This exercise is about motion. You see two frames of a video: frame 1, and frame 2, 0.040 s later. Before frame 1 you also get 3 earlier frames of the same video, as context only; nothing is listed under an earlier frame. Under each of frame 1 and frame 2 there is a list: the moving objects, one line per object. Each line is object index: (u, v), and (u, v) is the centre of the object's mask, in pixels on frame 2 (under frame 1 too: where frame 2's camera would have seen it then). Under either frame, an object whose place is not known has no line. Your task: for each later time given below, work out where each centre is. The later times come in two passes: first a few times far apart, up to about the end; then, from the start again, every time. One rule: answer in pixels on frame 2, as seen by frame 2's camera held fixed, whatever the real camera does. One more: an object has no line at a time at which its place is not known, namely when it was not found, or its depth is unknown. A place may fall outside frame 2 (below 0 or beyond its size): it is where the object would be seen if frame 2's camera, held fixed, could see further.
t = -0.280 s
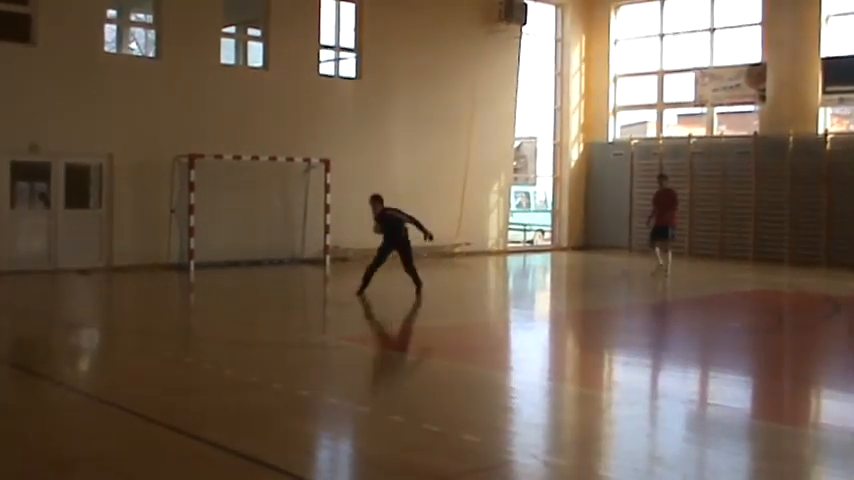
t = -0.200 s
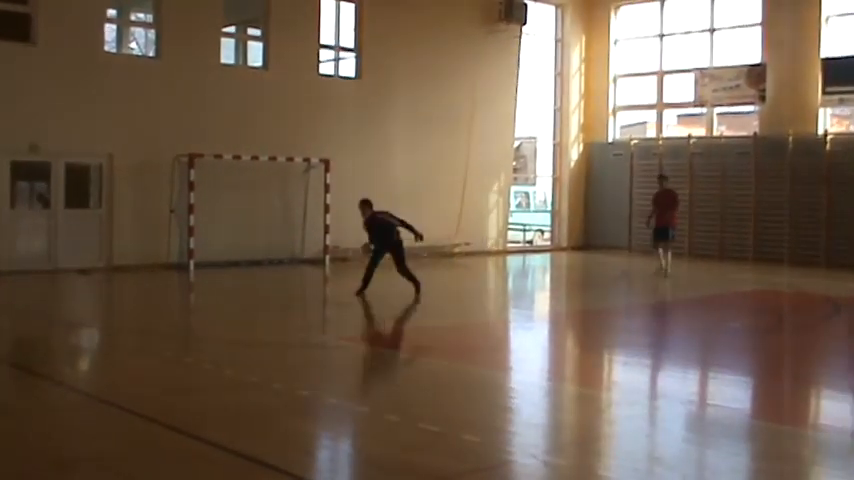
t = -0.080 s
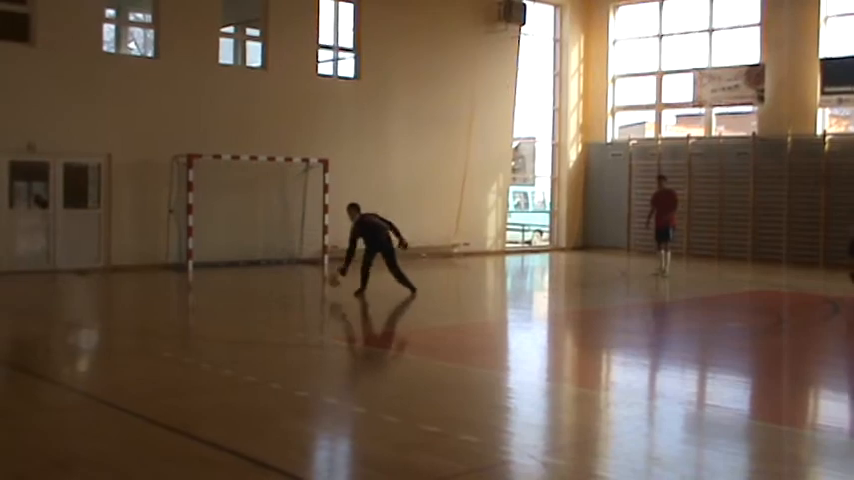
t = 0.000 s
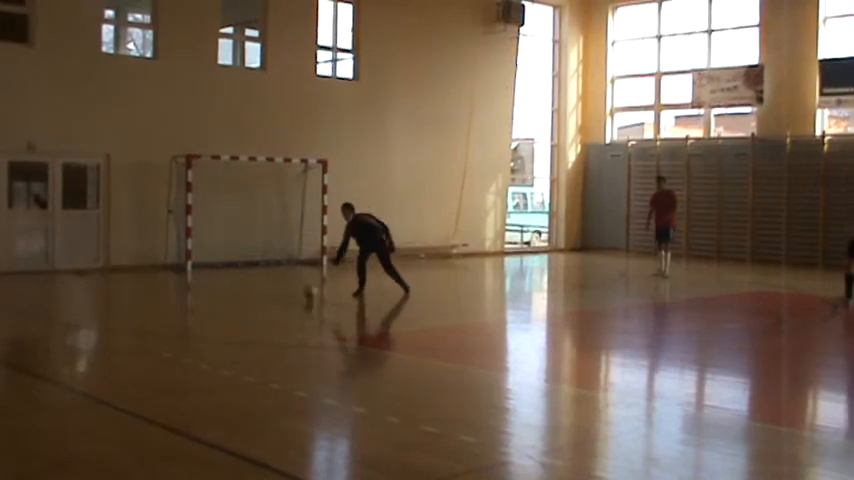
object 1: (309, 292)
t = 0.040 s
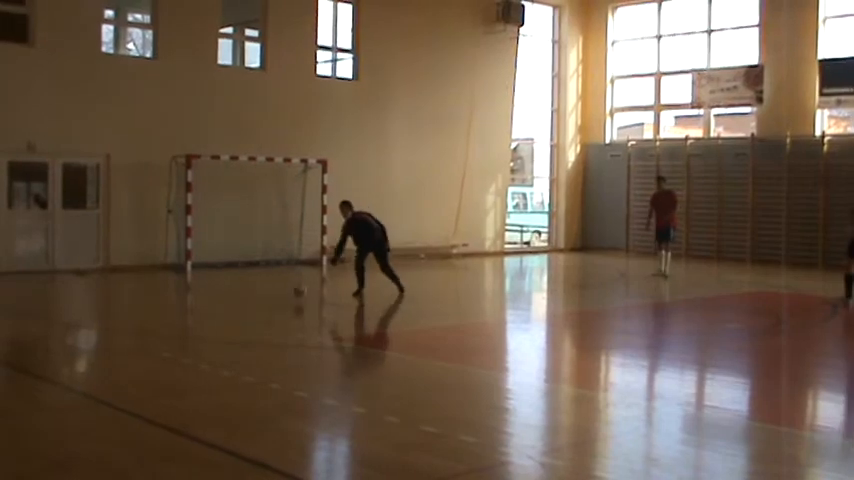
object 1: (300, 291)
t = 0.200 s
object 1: (257, 297)
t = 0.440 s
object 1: (181, 314)
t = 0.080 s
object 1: (290, 292)
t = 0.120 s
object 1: (279, 292)
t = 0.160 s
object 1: (268, 293)
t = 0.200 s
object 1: (257, 297)
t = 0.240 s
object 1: (244, 303)
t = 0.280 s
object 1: (232, 302)
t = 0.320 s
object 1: (220, 302)
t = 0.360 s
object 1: (208, 305)
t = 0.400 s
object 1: (195, 307)
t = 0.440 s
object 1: (181, 314)
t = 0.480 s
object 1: (168, 313)
